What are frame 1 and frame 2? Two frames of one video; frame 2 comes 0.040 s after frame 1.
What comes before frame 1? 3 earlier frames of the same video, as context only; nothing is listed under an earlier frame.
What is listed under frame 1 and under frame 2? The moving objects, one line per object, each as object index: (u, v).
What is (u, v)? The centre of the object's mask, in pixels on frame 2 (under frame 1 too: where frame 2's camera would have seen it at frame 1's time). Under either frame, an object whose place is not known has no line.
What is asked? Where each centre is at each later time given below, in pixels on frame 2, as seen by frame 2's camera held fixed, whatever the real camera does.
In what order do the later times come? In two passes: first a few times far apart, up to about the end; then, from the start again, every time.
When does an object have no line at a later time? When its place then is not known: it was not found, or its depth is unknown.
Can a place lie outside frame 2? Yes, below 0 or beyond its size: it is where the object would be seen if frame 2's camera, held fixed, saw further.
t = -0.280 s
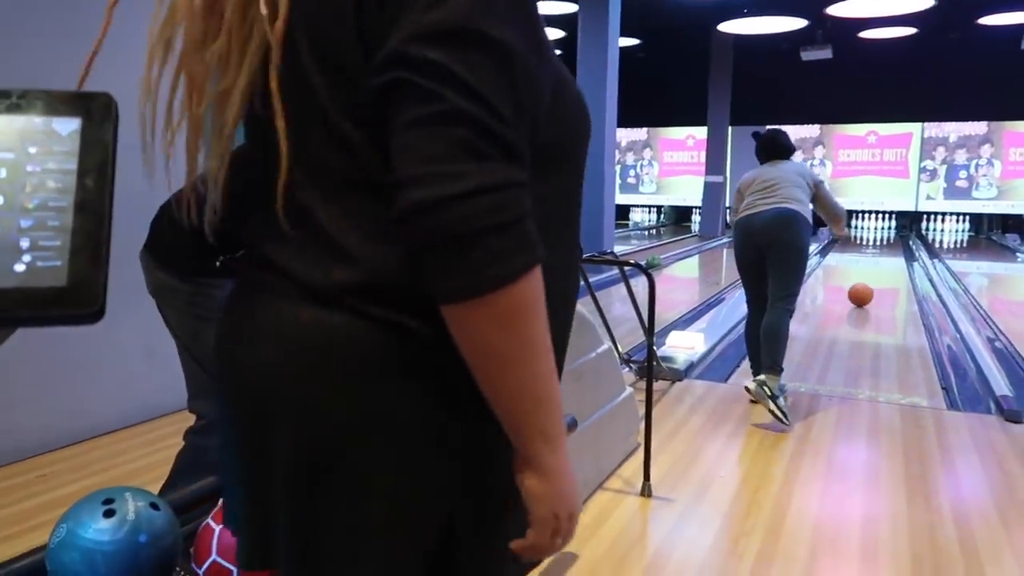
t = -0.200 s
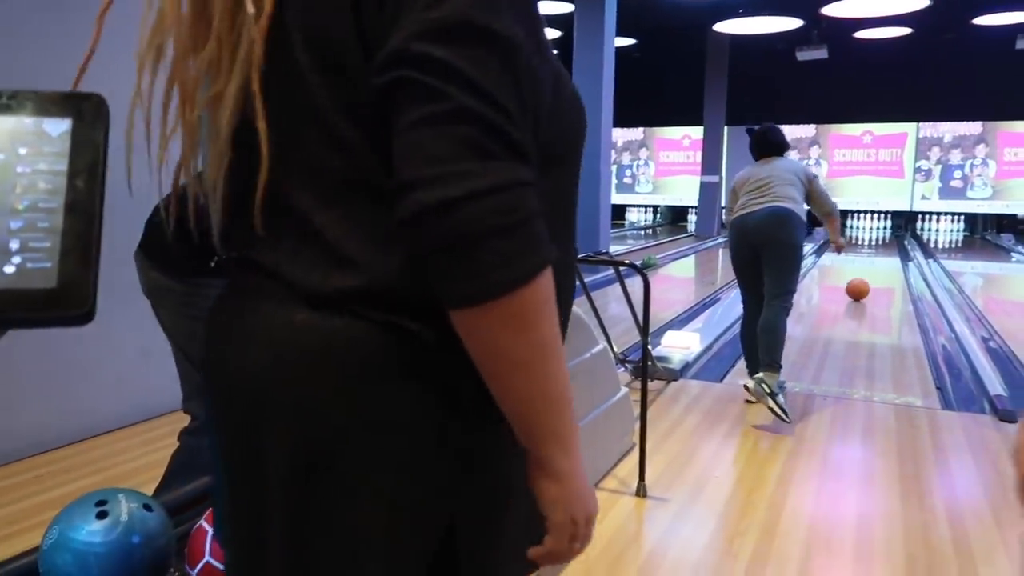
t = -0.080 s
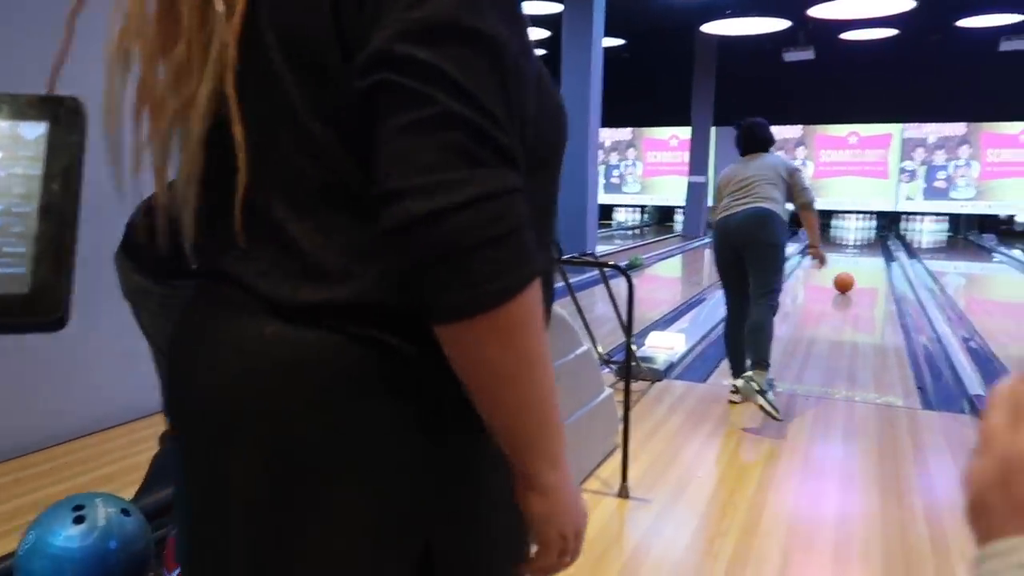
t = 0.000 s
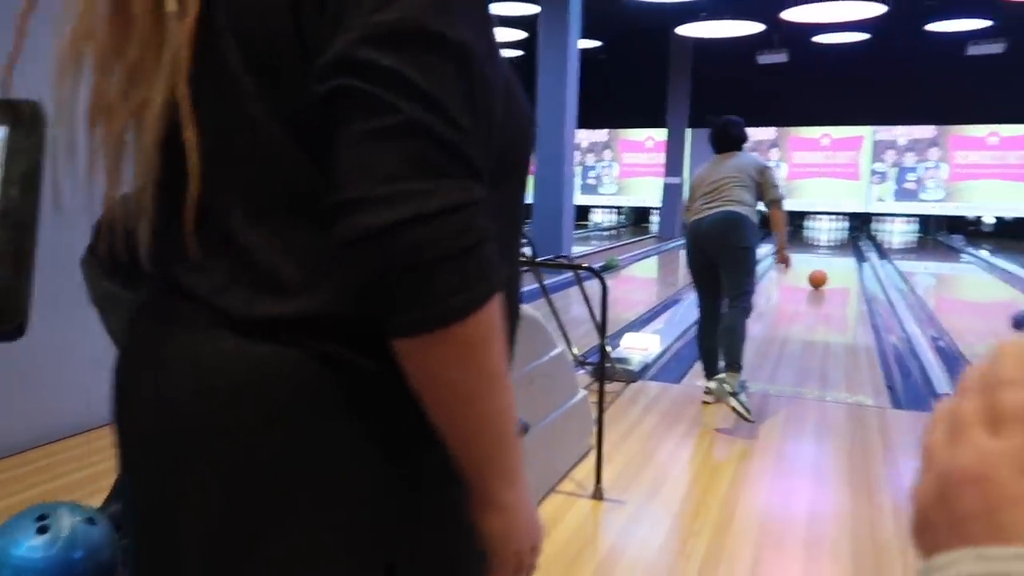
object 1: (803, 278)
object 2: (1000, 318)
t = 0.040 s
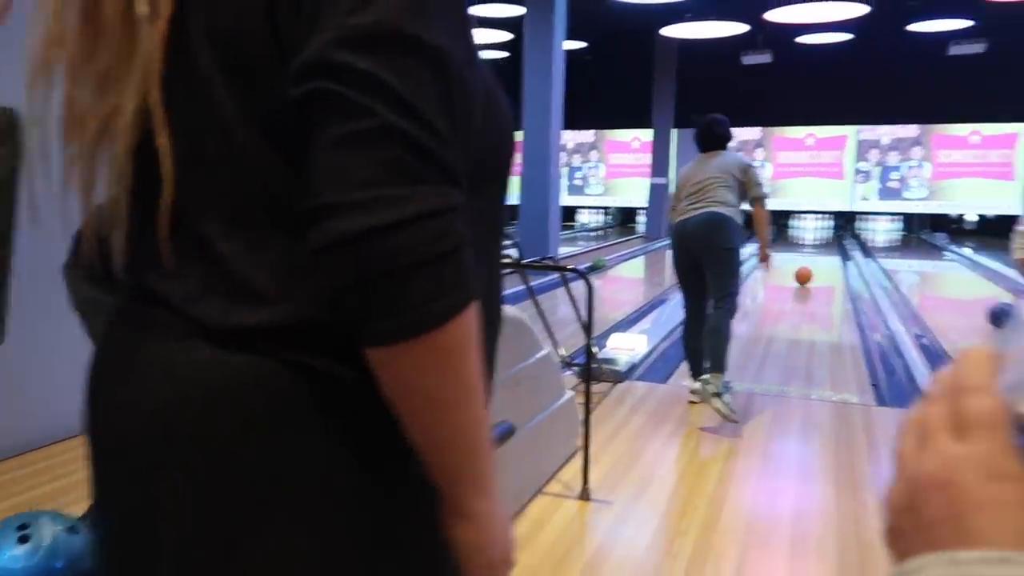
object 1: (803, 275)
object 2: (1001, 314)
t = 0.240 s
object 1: (807, 267)
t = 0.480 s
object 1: (809, 260)
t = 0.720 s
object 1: (811, 253)
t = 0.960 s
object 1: (812, 249)
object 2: (921, 261)
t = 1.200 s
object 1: (813, 245)
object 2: (910, 255)
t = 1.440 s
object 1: (814, 242)
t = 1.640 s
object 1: (814, 240)
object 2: (900, 244)
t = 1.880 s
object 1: (814, 237)
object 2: (893, 241)
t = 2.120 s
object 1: (814, 235)
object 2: (890, 240)
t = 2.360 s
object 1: (814, 232)
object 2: (884, 236)
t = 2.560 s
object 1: (814, 229)
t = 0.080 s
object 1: (804, 274)
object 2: (996, 309)
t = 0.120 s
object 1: (805, 272)
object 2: (996, 302)
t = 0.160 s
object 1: (805, 270)
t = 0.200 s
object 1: (806, 268)
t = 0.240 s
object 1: (807, 267)
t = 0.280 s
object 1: (807, 265)
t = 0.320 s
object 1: (808, 264)
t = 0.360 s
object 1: (808, 263)
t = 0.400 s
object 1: (809, 262)
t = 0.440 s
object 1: (809, 260)
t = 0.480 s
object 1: (809, 260)
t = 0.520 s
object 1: (809, 258)
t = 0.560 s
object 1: (810, 257)
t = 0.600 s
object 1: (810, 256)
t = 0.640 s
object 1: (811, 255)
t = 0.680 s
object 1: (811, 255)
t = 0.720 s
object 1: (811, 253)
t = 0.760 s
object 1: (811, 253)
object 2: (931, 268)
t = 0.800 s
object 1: (811, 251)
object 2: (929, 266)
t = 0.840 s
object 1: (812, 251)
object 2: (927, 265)
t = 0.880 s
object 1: (812, 250)
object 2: (924, 264)
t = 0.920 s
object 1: (812, 250)
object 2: (923, 262)
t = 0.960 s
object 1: (812, 249)
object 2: (921, 261)
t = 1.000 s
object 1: (812, 248)
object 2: (919, 261)
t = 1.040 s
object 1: (812, 247)
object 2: (917, 259)
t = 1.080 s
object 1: (813, 247)
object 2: (915, 258)
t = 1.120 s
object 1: (813, 246)
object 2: (914, 257)
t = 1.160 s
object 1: (813, 245)
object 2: (912, 256)
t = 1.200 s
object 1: (813, 245)
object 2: (910, 255)
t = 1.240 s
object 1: (813, 244)
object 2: (909, 254)
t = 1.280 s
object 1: (814, 243)
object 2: (908, 253)
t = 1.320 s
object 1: (814, 243)
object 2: (907, 252)
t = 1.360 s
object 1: (814, 242)
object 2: (906, 250)
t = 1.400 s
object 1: (814, 242)
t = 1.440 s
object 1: (814, 242)
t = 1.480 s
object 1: (814, 241)
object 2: (901, 248)
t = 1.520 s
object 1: (814, 241)
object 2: (901, 246)
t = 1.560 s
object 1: (814, 240)
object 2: (901, 246)
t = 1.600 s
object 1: (814, 240)
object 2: (900, 245)
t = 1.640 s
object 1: (814, 240)
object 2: (900, 244)
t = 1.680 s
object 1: (814, 239)
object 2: (898, 244)
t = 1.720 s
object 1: (814, 239)
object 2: (895, 244)
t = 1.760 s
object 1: (814, 238)
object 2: (893, 243)
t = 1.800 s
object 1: (814, 238)
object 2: (893, 243)
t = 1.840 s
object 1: (814, 238)
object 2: (893, 242)
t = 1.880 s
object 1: (814, 237)
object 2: (893, 241)
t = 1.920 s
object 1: (814, 237)
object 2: (892, 241)
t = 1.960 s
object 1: (814, 237)
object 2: (890, 241)
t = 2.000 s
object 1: (814, 236)
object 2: (891, 240)
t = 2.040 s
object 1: (814, 236)
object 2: (891, 239)
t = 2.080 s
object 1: (814, 235)
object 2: (890, 240)
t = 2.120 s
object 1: (814, 235)
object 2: (890, 240)
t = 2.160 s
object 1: (814, 234)
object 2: (888, 238)
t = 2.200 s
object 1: (814, 234)
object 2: (887, 237)
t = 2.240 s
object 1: (814, 234)
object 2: (885, 237)
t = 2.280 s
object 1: (814, 233)
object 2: (885, 237)
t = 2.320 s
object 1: (814, 233)
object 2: (884, 237)
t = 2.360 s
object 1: (814, 232)
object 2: (884, 236)
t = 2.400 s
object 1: (814, 232)
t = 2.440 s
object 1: (814, 232)
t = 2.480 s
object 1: (814, 231)
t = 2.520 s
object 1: (814, 230)
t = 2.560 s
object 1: (814, 229)
